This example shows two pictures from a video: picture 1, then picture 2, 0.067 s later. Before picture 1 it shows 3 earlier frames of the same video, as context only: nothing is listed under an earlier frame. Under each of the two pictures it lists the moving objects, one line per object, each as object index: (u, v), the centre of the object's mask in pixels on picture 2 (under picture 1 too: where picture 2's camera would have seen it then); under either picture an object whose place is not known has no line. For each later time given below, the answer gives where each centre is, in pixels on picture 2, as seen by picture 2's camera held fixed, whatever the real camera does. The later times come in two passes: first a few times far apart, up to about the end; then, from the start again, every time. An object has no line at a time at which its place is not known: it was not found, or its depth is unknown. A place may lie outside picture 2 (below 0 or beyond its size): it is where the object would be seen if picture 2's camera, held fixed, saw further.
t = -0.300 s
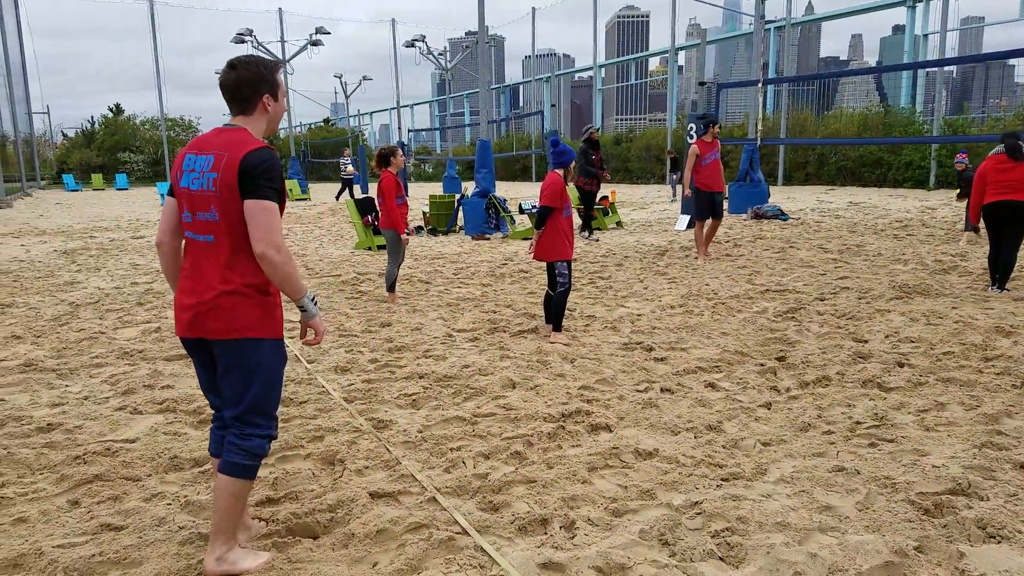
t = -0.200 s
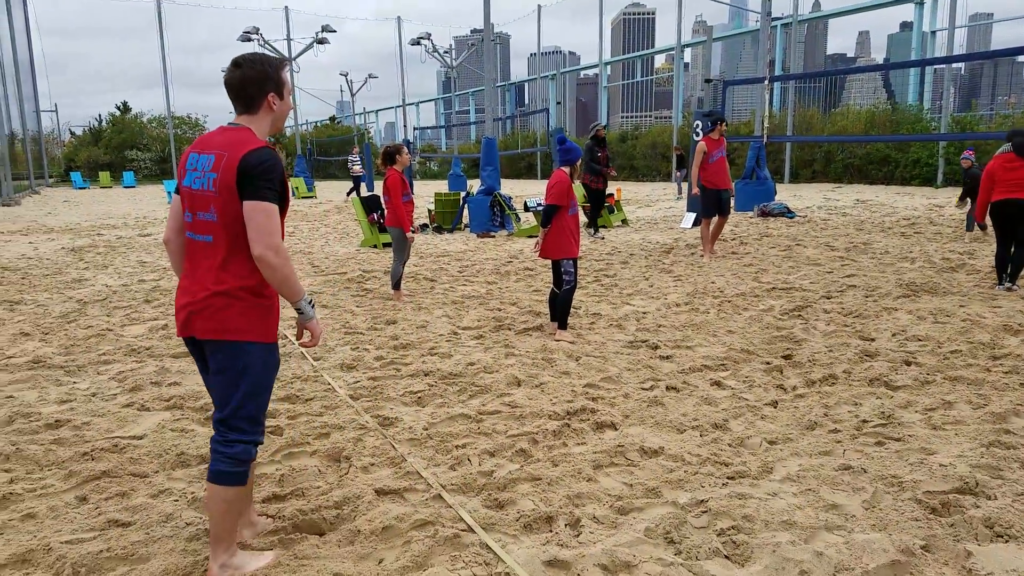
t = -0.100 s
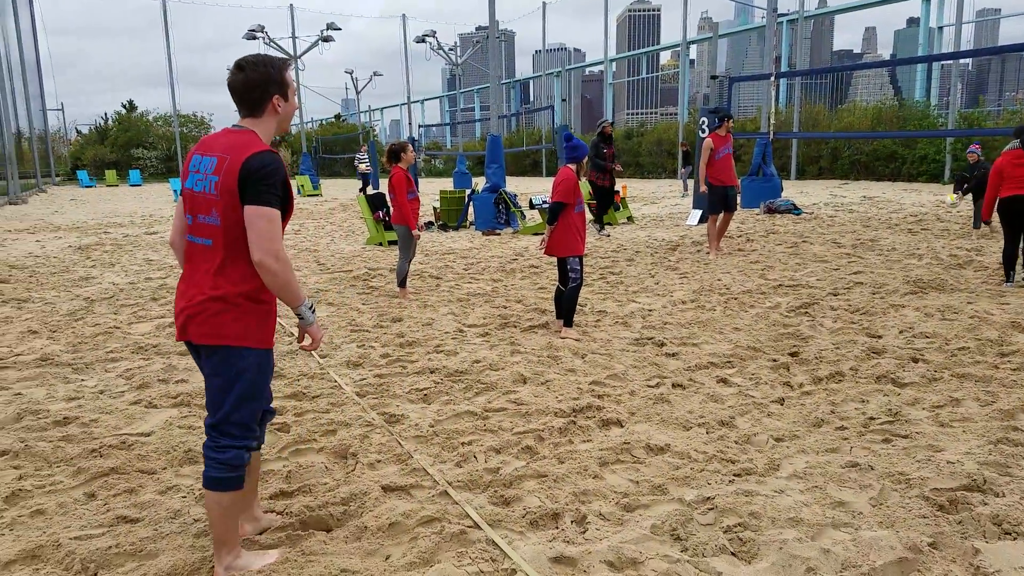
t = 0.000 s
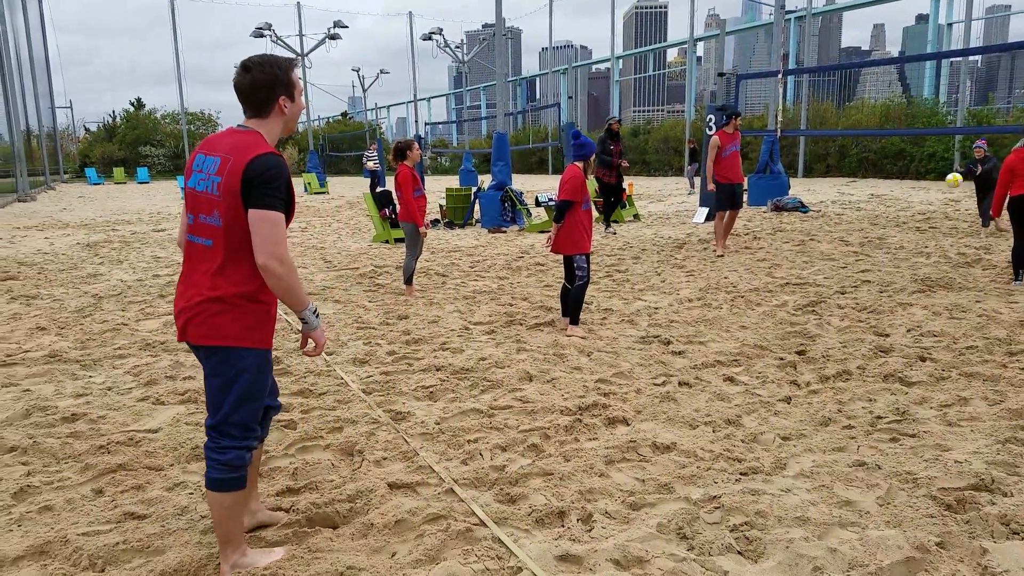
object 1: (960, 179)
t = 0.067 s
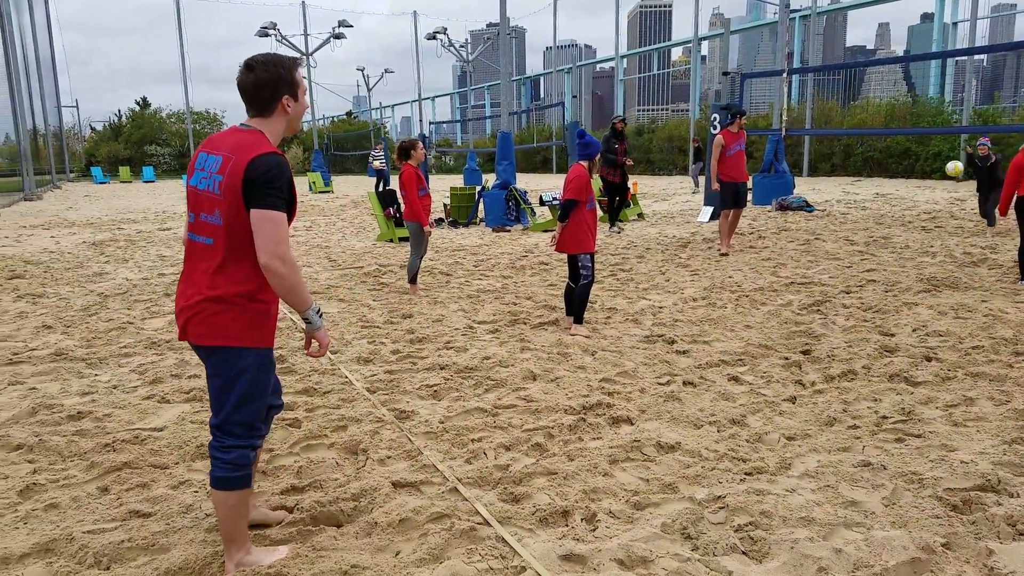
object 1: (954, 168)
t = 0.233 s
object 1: (937, 151)
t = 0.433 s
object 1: (908, 157)
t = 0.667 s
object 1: (861, 217)
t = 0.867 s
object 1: (811, 302)
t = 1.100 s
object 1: (759, 304)
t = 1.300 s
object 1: (714, 324)
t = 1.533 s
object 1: (669, 332)
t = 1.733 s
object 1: (638, 343)
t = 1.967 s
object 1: (612, 354)
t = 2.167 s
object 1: (594, 362)
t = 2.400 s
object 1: (577, 362)
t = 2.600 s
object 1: (572, 367)
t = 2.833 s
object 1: (573, 374)
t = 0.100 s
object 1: (951, 164)
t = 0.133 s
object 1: (948, 160)
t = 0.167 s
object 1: (945, 156)
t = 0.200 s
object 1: (941, 153)
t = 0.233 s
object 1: (937, 151)
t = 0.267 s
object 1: (932, 150)
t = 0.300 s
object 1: (927, 149)
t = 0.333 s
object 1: (923, 149)
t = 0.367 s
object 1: (918, 151)
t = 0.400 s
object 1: (913, 153)
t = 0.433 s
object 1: (908, 157)
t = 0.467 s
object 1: (902, 162)
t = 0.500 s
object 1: (896, 168)
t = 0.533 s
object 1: (890, 174)
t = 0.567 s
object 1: (883, 183)
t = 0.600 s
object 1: (876, 193)
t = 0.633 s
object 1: (869, 204)
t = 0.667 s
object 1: (861, 217)
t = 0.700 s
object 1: (854, 232)
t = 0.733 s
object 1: (845, 247)
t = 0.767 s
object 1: (836, 265)
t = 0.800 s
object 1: (827, 285)
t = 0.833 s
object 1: (817, 305)
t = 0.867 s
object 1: (811, 302)
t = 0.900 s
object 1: (804, 299)
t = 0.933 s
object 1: (797, 297)
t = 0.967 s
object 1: (790, 296)
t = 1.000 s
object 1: (783, 296)
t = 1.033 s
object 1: (775, 298)
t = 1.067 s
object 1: (767, 301)
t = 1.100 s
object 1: (759, 304)
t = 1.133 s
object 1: (752, 310)
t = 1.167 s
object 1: (743, 317)
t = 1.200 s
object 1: (735, 326)
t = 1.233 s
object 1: (728, 327)
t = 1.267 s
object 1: (721, 324)
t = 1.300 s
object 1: (714, 324)
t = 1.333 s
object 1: (707, 325)
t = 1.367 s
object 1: (701, 327)
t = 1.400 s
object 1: (693, 331)
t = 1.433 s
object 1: (687, 333)
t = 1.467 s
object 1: (681, 333)
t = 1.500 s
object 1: (675, 331)
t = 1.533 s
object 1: (669, 332)
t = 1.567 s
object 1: (664, 334)
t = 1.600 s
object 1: (657, 337)
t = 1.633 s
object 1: (652, 341)
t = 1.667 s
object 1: (647, 342)
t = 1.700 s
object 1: (643, 342)
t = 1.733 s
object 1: (638, 343)
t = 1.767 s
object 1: (633, 344)
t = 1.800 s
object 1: (629, 347)
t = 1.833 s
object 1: (625, 347)
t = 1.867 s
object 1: (622, 346)
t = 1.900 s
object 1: (618, 347)
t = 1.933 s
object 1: (614, 349)
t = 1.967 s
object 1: (612, 354)
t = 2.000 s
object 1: (609, 356)
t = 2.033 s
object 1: (606, 357)
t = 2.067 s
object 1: (603, 360)
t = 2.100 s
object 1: (600, 360)
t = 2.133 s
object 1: (597, 361)
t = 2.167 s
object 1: (594, 362)
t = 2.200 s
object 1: (591, 362)
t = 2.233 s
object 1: (588, 361)
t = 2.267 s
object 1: (586, 361)
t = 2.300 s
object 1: (583, 361)
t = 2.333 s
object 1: (581, 361)
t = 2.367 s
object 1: (579, 362)
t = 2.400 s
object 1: (577, 362)
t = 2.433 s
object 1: (576, 363)
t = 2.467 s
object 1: (575, 364)
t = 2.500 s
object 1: (574, 365)
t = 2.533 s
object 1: (573, 365)
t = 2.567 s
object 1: (573, 366)
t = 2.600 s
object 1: (572, 367)
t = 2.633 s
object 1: (572, 368)
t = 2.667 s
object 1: (572, 369)
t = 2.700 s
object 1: (572, 370)
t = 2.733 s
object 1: (572, 371)
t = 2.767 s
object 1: (572, 372)
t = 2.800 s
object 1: (572, 373)
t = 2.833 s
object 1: (573, 374)
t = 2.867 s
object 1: (573, 375)
